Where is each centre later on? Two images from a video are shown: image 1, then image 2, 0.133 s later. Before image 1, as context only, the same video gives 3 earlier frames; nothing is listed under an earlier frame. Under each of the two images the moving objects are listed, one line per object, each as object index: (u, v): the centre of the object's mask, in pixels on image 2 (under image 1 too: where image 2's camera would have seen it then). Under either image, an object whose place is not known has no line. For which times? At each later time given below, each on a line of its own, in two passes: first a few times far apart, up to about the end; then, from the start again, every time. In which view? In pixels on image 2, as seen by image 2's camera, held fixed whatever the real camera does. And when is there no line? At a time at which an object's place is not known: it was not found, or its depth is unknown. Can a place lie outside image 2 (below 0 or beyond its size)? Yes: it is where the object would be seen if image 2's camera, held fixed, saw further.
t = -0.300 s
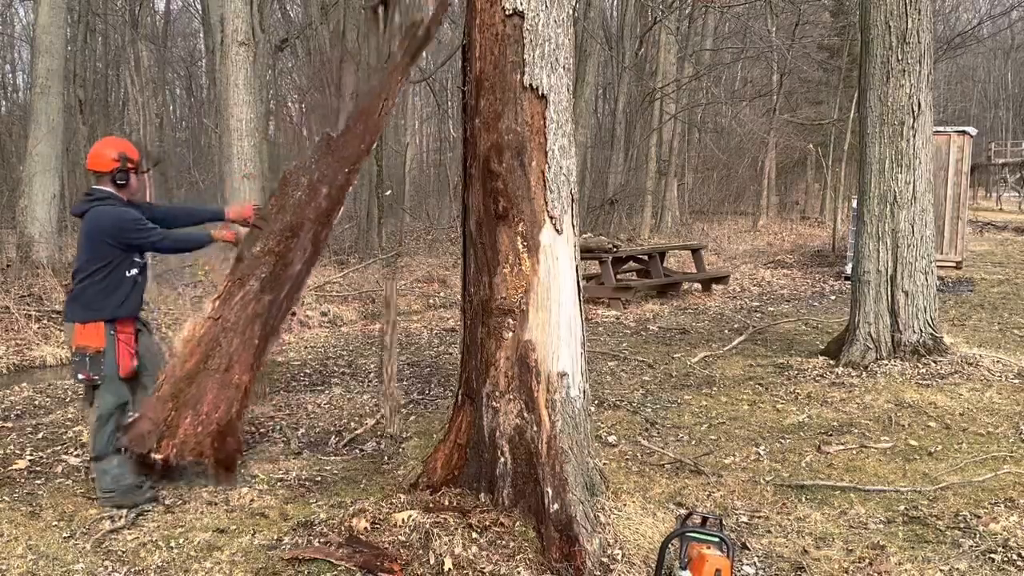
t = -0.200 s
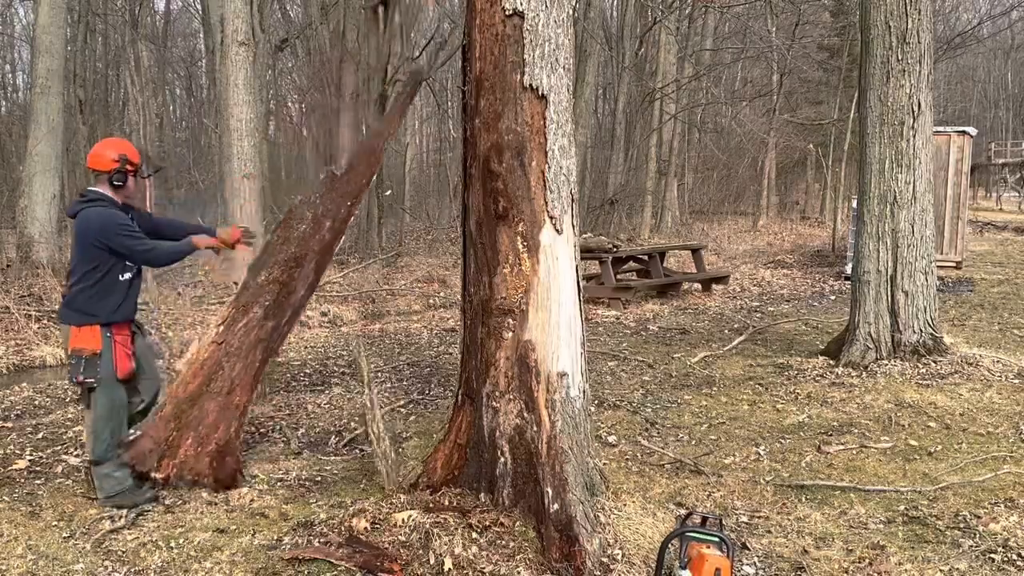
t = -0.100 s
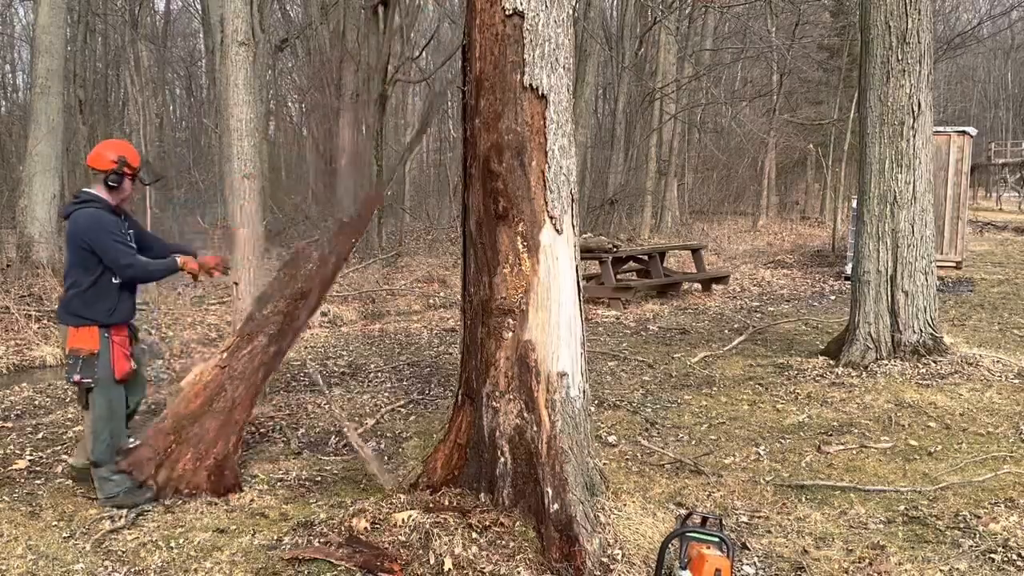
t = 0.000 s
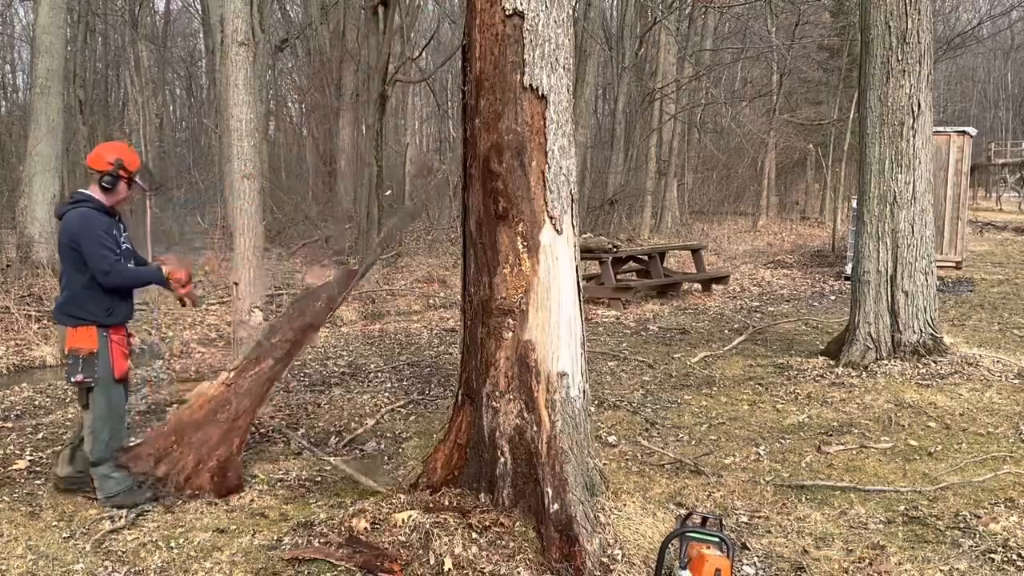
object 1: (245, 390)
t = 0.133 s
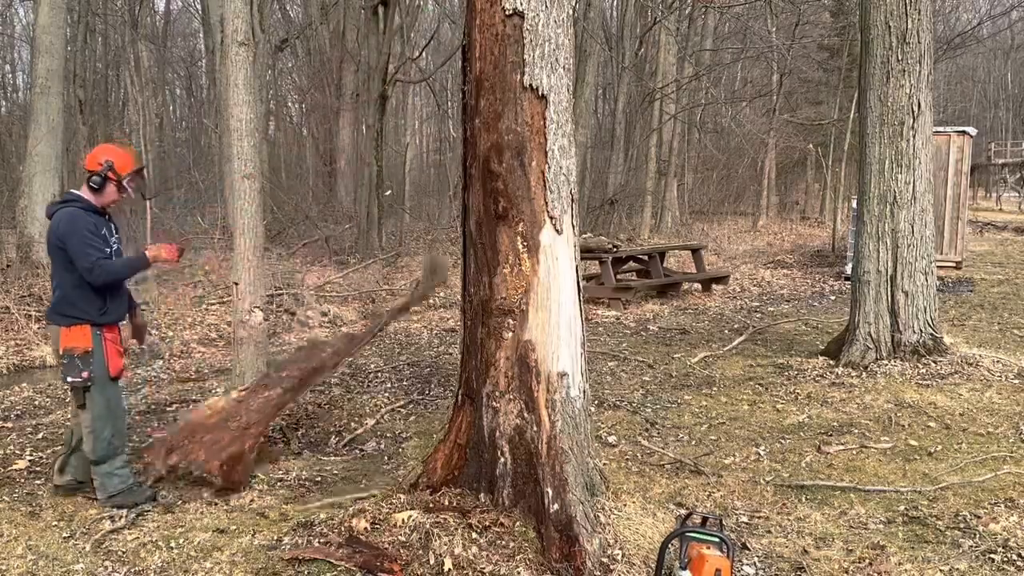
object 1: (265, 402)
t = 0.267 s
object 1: (286, 431)
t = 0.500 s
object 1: (290, 434)
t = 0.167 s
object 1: (264, 411)
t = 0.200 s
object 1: (266, 419)
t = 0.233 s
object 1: (289, 422)
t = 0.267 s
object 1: (286, 431)
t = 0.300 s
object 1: (306, 427)
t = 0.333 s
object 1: (291, 434)
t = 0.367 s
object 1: (290, 435)
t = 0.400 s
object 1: (288, 435)
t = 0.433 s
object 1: (288, 435)
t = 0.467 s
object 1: (289, 435)
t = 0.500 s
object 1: (290, 434)
